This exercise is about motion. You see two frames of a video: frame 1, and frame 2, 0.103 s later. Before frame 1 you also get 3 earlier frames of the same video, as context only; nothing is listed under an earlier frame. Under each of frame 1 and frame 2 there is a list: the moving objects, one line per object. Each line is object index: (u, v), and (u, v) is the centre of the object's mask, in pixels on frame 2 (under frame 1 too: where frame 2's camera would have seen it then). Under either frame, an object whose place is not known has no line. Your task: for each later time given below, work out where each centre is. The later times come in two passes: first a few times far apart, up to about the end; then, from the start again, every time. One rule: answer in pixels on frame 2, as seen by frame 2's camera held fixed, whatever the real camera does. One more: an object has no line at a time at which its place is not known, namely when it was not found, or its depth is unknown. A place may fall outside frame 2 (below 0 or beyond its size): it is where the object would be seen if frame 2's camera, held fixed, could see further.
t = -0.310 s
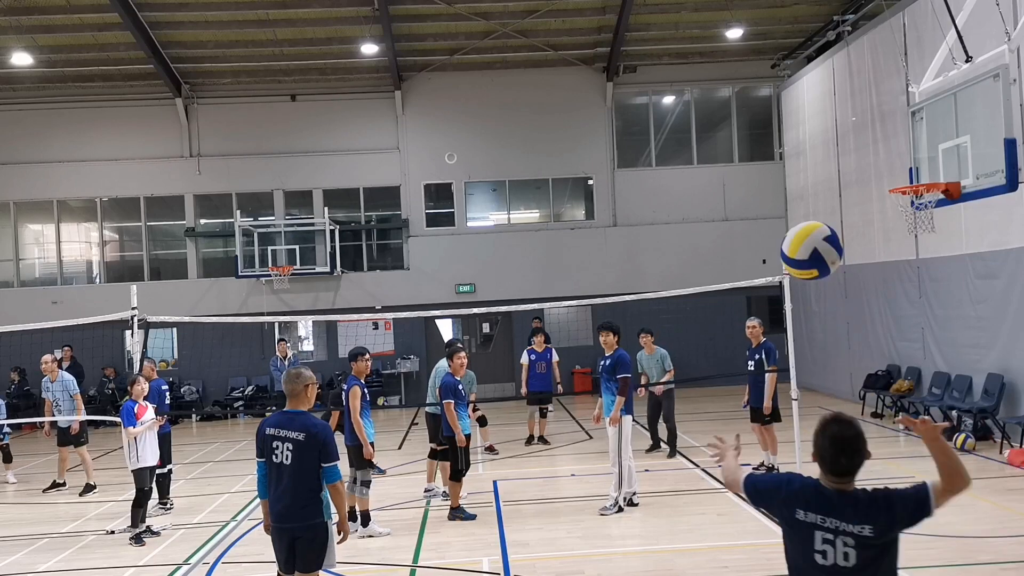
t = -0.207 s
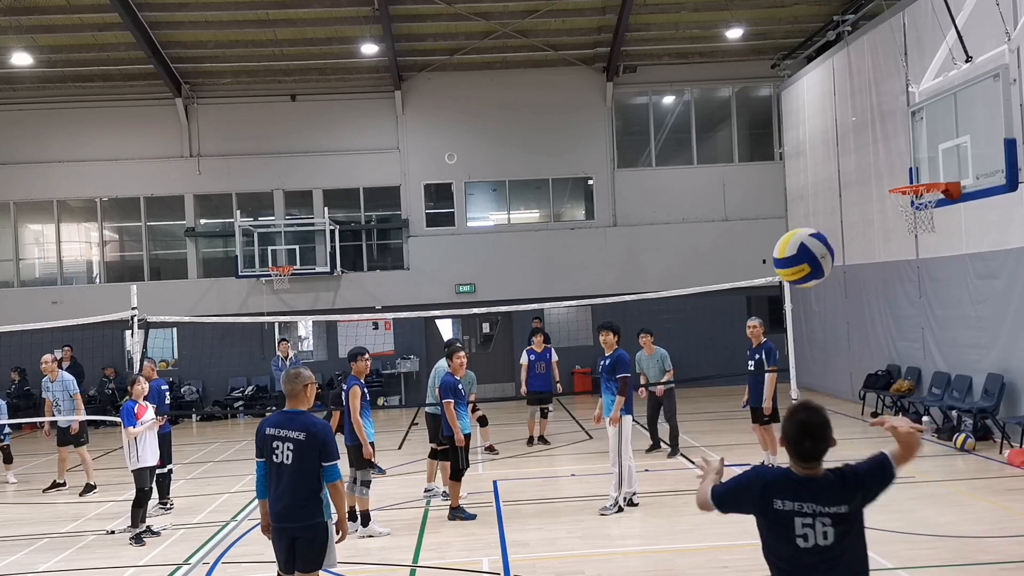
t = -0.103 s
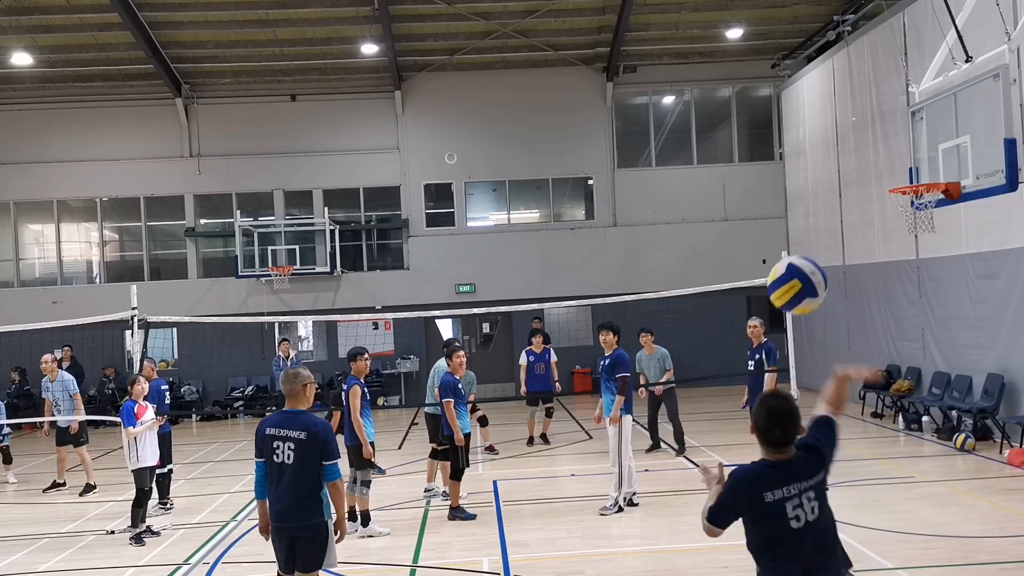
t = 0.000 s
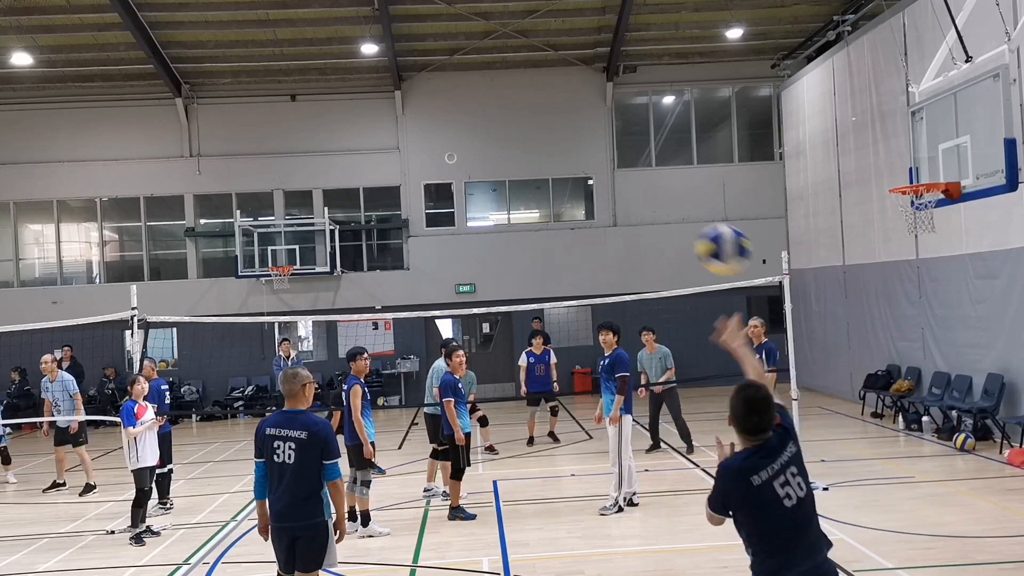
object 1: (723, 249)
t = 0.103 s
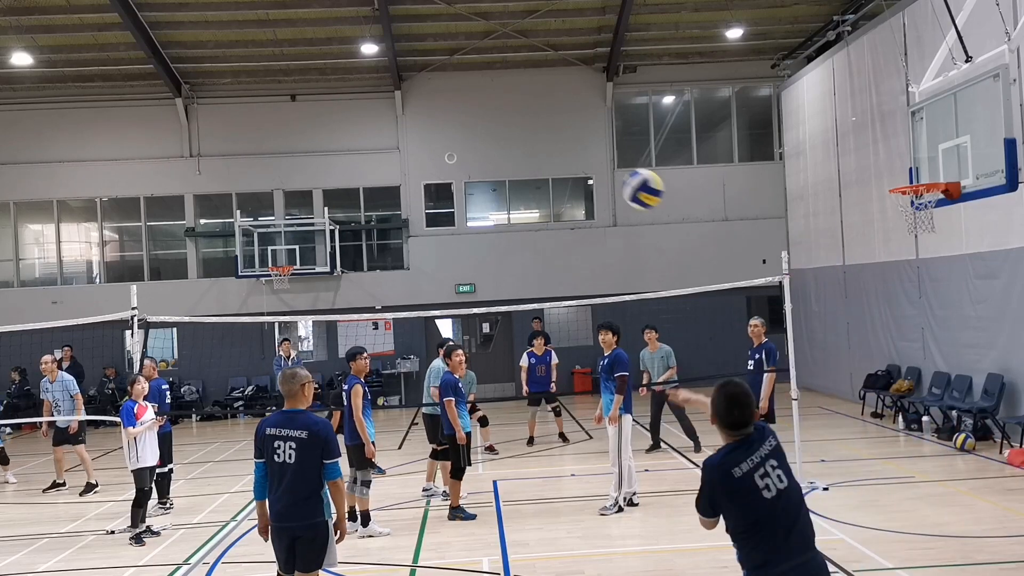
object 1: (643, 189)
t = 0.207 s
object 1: (597, 161)
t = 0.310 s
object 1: (572, 150)
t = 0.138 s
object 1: (625, 177)
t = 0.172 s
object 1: (610, 168)
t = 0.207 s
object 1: (597, 161)
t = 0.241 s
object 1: (588, 155)
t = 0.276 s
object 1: (579, 152)
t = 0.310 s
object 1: (572, 150)
